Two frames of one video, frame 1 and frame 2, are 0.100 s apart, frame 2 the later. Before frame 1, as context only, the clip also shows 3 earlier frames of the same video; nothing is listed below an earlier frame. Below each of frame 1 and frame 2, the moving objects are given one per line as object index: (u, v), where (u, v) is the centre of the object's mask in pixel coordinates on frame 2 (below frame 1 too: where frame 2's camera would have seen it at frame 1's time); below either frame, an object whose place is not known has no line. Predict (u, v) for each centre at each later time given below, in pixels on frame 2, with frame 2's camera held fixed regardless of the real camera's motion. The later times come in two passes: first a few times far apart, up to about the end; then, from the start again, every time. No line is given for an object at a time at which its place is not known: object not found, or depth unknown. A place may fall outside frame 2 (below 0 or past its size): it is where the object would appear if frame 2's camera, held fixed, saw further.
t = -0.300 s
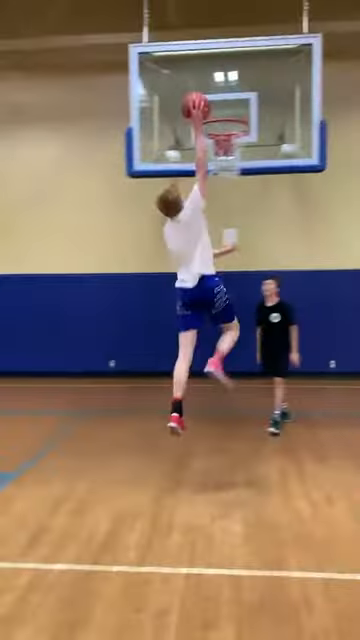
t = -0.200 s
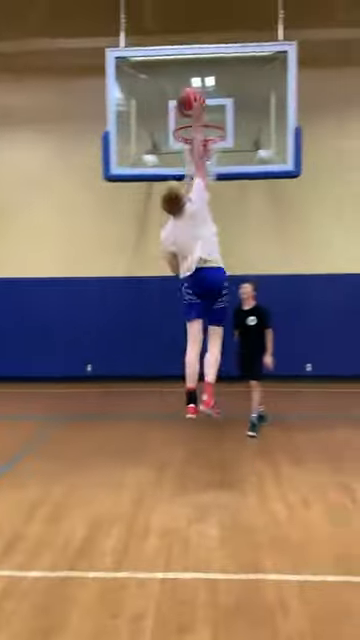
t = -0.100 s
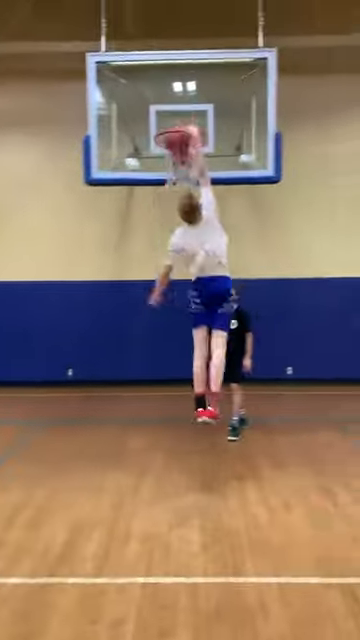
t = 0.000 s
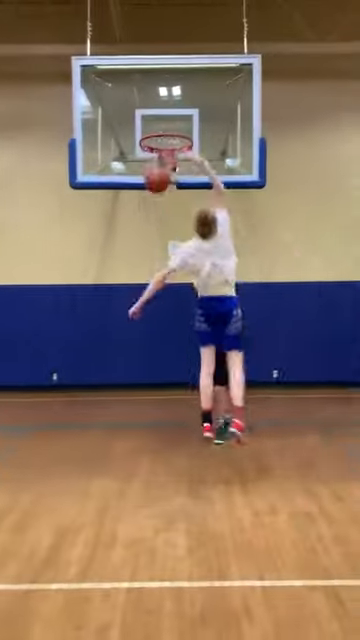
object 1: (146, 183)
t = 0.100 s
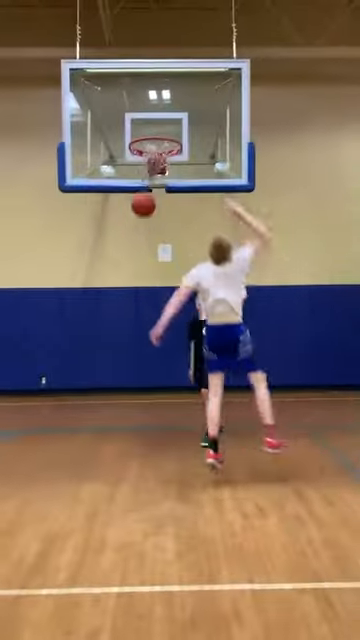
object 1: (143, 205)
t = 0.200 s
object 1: (139, 235)
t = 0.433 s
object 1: (129, 338)
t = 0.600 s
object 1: (122, 439)
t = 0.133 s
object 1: (142, 214)
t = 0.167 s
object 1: (140, 224)
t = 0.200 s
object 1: (139, 235)
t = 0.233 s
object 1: (138, 247)
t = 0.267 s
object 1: (136, 260)
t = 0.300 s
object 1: (135, 274)
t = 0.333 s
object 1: (133, 289)
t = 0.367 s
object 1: (132, 303)
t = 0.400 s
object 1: (131, 321)
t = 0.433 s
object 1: (129, 338)
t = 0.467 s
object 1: (128, 357)
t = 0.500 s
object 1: (127, 377)
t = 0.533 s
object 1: (125, 394)
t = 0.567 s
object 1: (123, 417)
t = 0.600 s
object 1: (122, 439)
